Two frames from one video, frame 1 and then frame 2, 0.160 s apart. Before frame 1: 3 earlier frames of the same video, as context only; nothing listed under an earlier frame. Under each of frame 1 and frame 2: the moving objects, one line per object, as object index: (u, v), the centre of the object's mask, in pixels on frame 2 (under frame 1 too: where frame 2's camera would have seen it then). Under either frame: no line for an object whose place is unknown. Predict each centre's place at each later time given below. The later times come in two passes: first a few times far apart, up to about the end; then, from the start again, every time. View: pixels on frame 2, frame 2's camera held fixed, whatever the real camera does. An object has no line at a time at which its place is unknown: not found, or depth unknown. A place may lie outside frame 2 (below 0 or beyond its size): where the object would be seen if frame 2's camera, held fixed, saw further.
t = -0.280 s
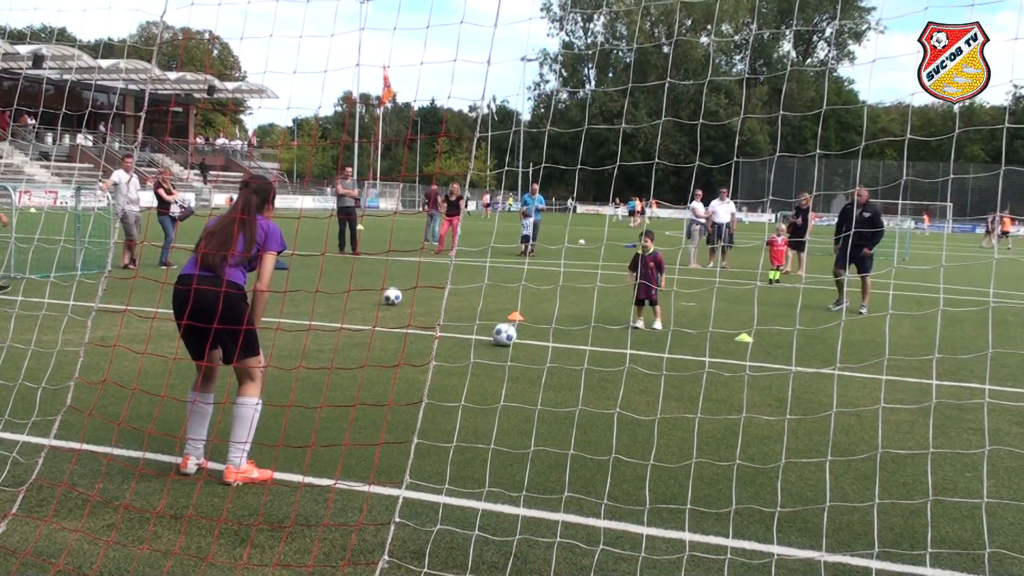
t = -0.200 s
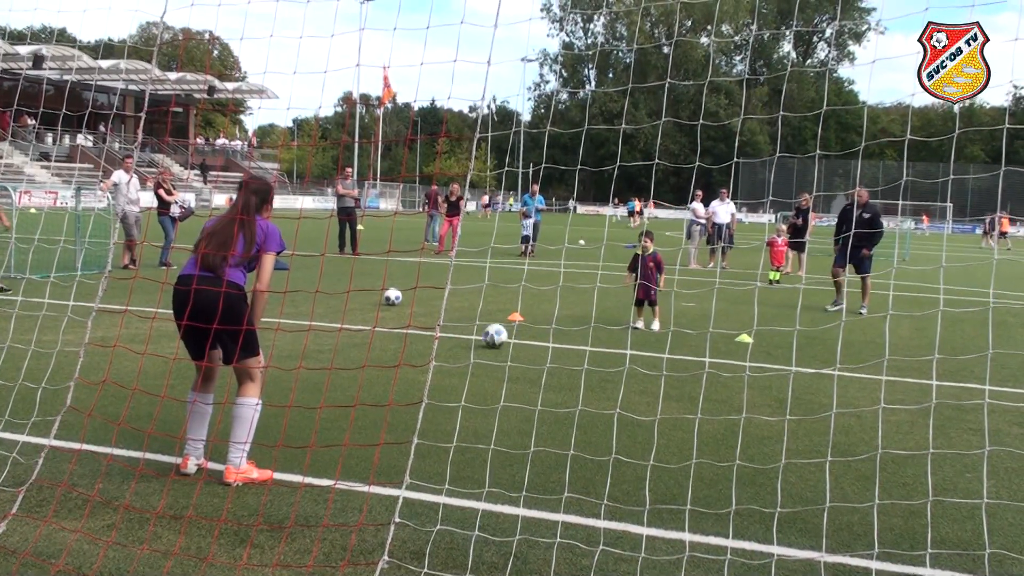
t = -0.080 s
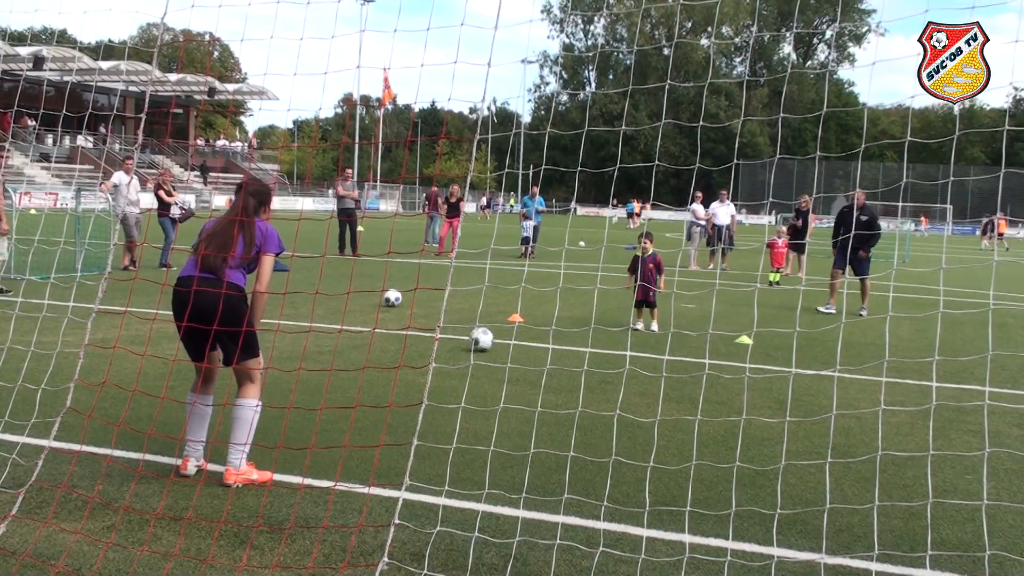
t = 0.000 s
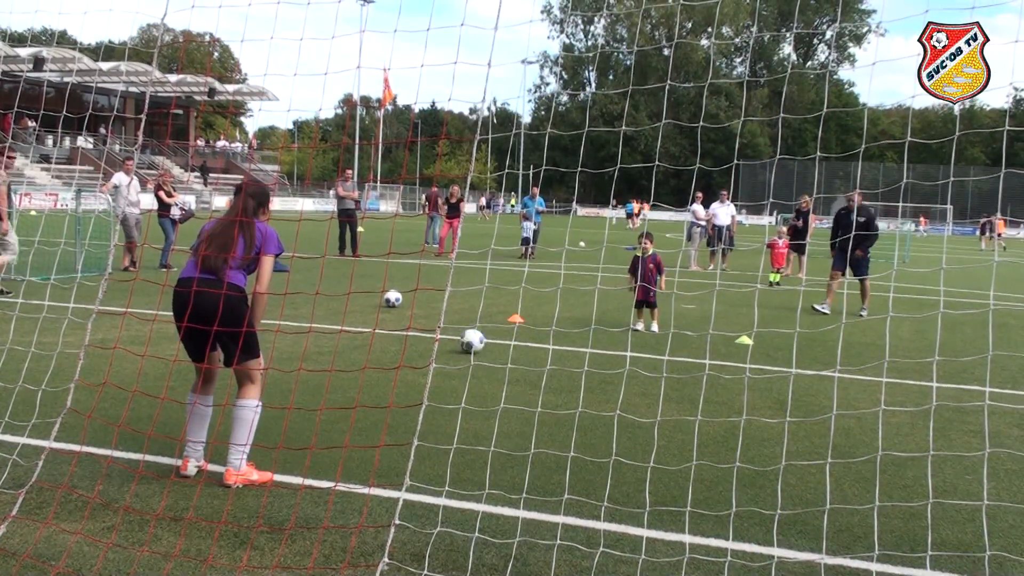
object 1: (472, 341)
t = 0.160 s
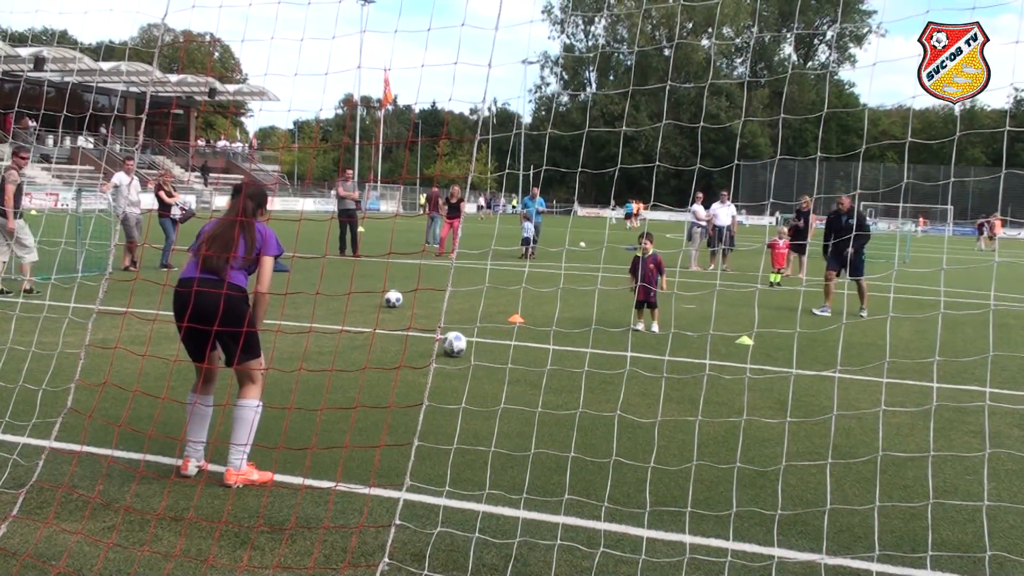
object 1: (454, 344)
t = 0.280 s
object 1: (440, 346)
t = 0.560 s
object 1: (406, 351)
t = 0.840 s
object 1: (374, 356)
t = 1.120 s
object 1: (341, 362)
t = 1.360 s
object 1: (314, 367)
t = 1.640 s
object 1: (282, 373)
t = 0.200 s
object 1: (449, 345)
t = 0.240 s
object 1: (445, 345)
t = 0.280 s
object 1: (440, 346)
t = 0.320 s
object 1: (434, 347)
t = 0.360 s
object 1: (430, 347)
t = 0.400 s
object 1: (425, 348)
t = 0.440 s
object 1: (420, 349)
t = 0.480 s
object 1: (416, 350)
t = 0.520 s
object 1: (411, 351)
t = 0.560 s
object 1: (406, 351)
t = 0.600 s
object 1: (401, 352)
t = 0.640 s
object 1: (397, 352)
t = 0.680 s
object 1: (392, 353)
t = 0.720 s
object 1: (387, 354)
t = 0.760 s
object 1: (383, 354)
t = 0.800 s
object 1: (379, 355)
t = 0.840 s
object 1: (374, 356)
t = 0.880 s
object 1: (369, 357)
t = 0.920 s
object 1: (365, 358)
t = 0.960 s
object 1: (361, 359)
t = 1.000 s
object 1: (356, 359)
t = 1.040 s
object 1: (350, 361)
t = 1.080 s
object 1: (347, 361)
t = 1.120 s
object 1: (341, 362)
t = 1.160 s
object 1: (337, 363)
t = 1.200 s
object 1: (333, 364)
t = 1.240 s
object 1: (328, 365)
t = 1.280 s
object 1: (323, 366)
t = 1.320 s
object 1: (319, 366)
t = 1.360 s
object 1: (314, 367)
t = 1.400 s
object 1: (310, 368)
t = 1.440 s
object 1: (306, 368)
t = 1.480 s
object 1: (301, 369)
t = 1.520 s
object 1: (297, 370)
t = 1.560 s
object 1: (292, 371)
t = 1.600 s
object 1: (287, 371)
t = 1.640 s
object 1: (282, 373)
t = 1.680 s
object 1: (278, 374)
